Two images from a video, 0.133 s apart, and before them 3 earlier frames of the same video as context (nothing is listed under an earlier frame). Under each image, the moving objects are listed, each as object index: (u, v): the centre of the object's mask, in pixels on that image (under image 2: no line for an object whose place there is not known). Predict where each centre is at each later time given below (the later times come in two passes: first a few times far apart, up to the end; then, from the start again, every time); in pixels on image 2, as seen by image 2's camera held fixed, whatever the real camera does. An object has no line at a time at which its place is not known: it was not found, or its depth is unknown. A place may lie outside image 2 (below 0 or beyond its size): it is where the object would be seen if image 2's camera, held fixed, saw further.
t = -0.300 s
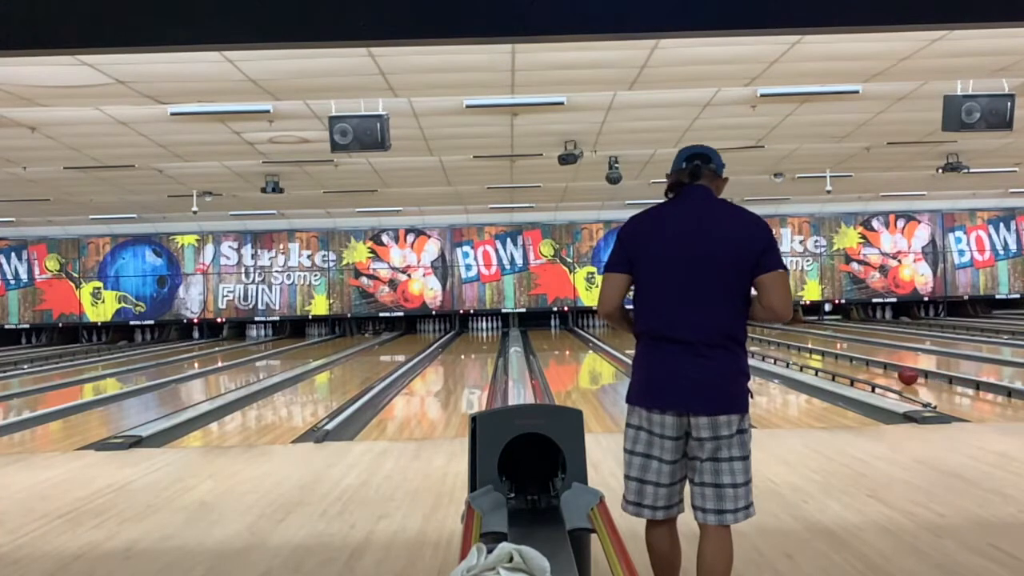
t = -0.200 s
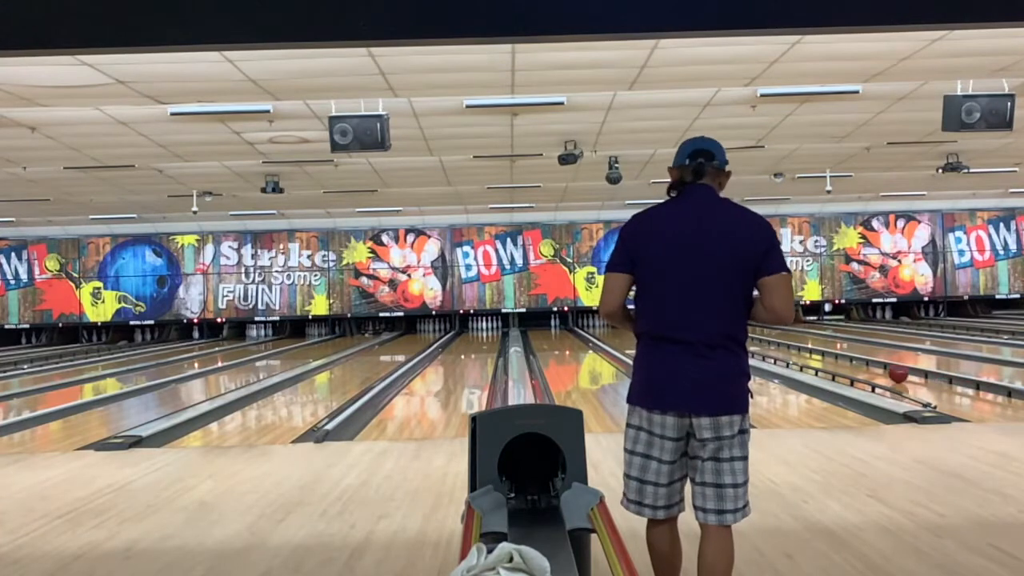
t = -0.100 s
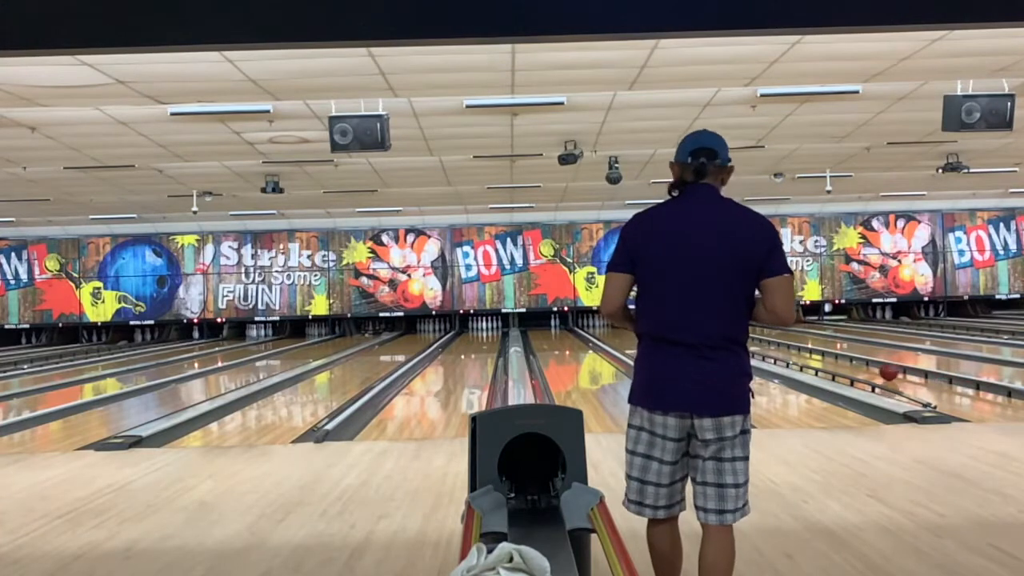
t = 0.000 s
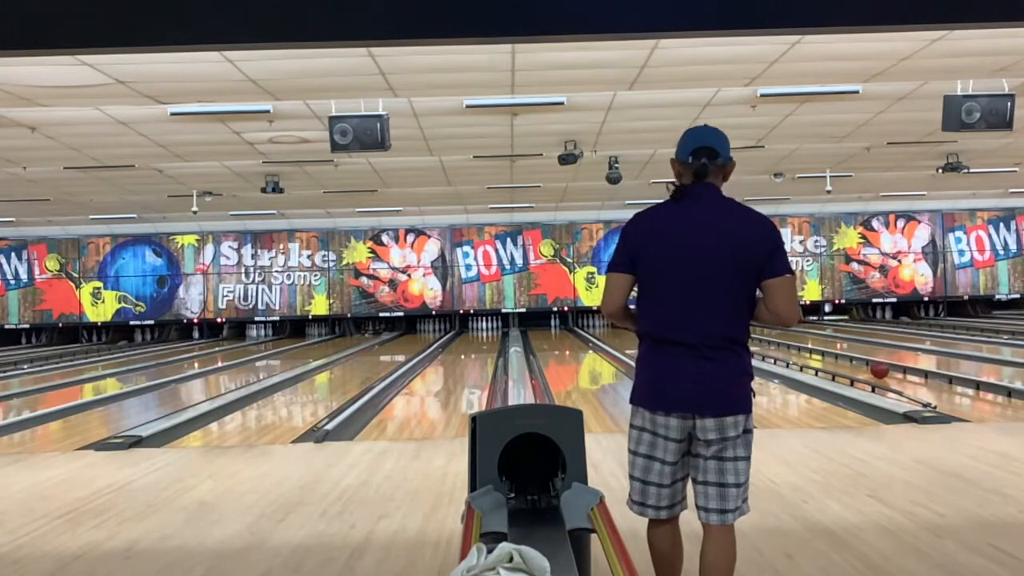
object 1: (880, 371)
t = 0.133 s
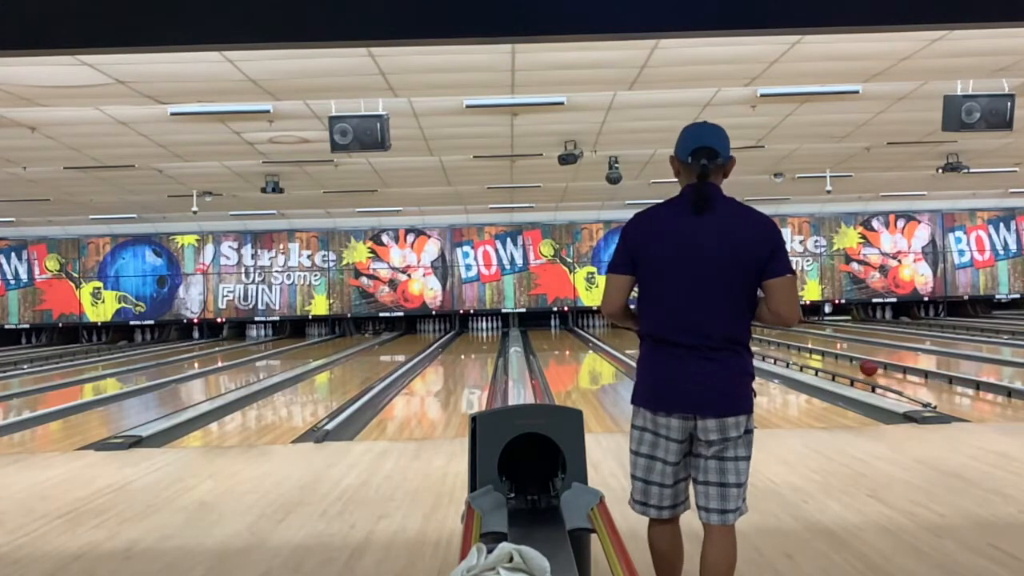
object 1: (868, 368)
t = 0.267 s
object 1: (859, 366)
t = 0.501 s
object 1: (842, 363)
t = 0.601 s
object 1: (835, 362)
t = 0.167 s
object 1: (866, 368)
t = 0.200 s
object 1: (863, 367)
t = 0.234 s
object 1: (861, 366)
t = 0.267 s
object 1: (859, 366)
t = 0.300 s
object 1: (856, 366)
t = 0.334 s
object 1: (854, 365)
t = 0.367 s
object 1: (851, 365)
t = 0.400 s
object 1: (849, 365)
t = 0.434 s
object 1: (846, 364)
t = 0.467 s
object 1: (844, 364)
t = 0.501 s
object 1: (842, 363)
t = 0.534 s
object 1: (840, 363)
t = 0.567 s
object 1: (838, 362)
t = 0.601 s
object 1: (835, 362)
